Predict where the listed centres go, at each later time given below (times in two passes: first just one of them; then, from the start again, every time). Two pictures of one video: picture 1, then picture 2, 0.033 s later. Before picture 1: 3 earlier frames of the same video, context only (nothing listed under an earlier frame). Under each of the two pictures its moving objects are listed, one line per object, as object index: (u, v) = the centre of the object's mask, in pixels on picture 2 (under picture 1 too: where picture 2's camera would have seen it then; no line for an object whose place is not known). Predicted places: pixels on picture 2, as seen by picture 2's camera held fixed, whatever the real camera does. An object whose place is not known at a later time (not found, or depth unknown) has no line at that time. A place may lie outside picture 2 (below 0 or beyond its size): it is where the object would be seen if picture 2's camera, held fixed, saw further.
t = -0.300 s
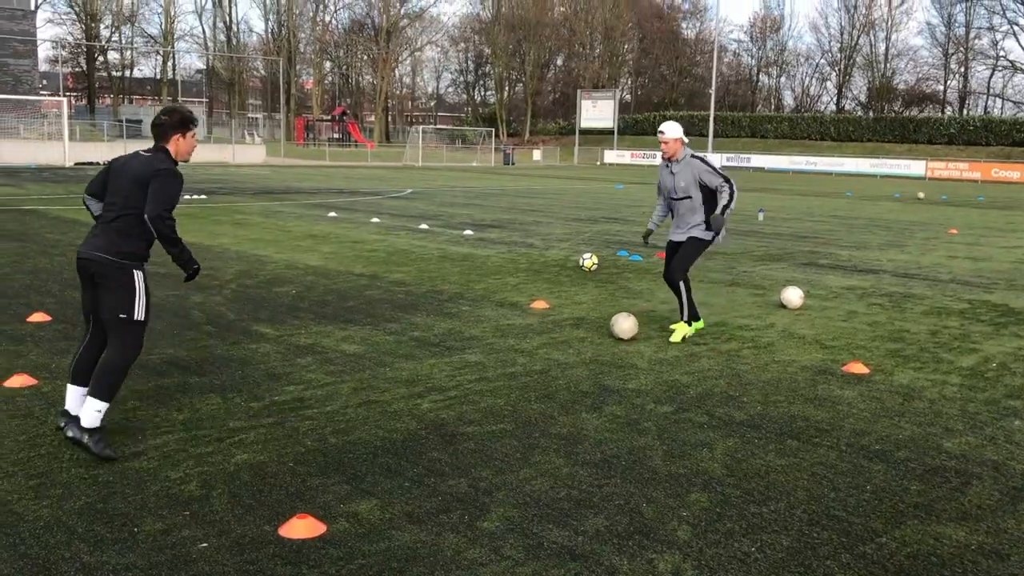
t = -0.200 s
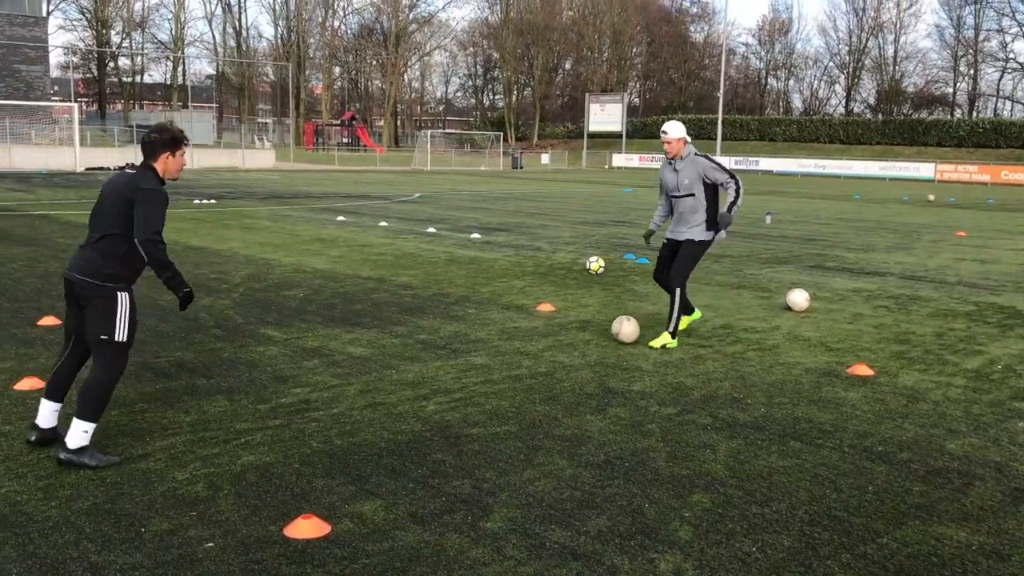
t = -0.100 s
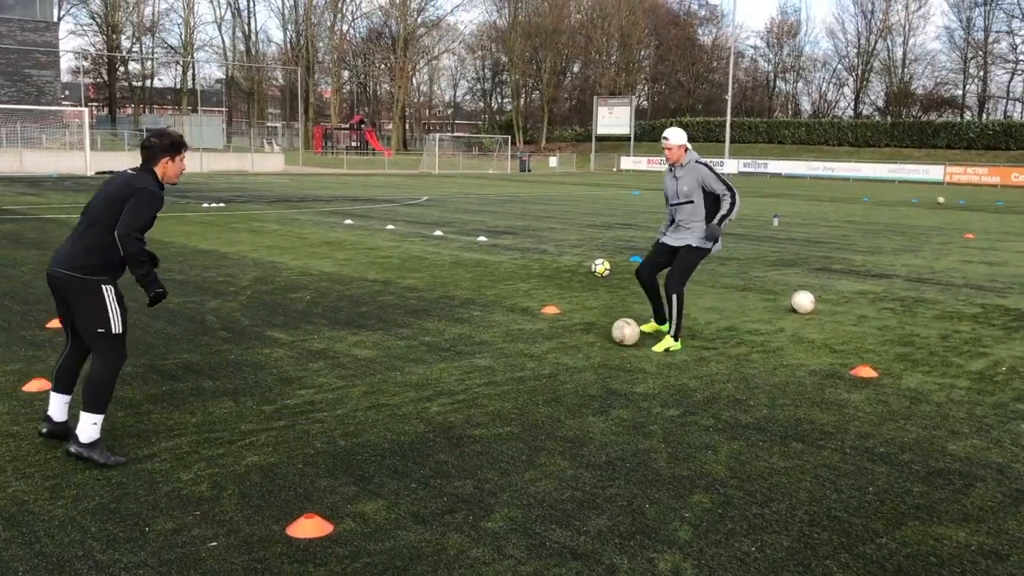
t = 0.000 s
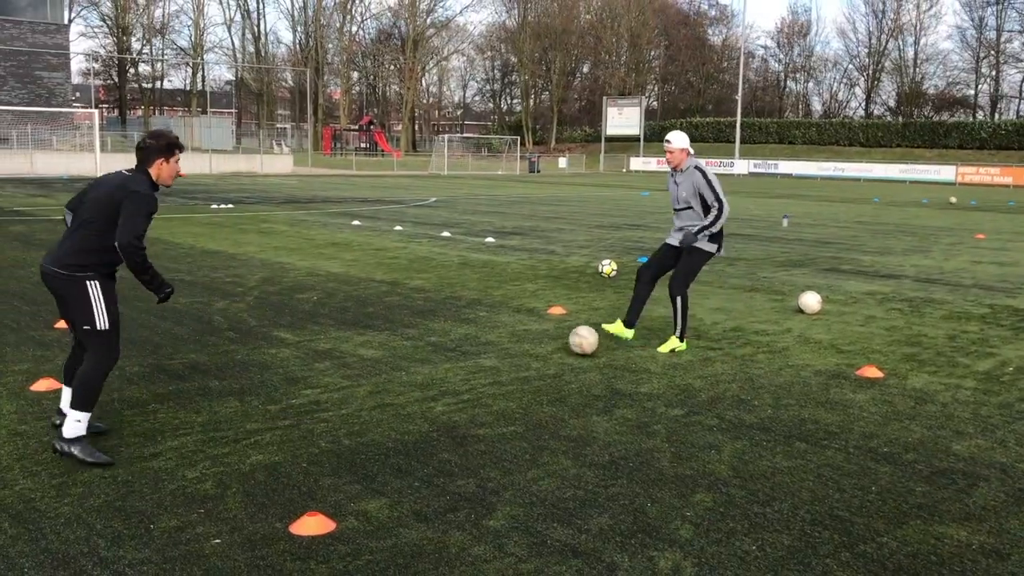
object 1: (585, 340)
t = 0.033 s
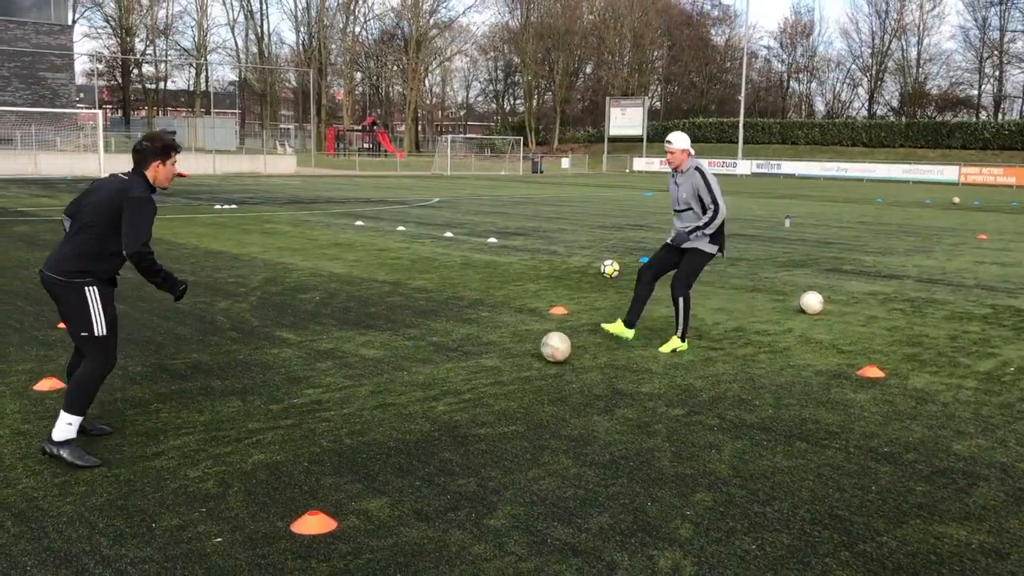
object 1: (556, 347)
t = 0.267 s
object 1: (323, 397)
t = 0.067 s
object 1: (526, 354)
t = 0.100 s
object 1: (495, 359)
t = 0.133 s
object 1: (463, 366)
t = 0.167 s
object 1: (430, 375)
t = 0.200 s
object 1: (395, 381)
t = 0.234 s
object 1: (360, 388)
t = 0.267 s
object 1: (323, 397)
